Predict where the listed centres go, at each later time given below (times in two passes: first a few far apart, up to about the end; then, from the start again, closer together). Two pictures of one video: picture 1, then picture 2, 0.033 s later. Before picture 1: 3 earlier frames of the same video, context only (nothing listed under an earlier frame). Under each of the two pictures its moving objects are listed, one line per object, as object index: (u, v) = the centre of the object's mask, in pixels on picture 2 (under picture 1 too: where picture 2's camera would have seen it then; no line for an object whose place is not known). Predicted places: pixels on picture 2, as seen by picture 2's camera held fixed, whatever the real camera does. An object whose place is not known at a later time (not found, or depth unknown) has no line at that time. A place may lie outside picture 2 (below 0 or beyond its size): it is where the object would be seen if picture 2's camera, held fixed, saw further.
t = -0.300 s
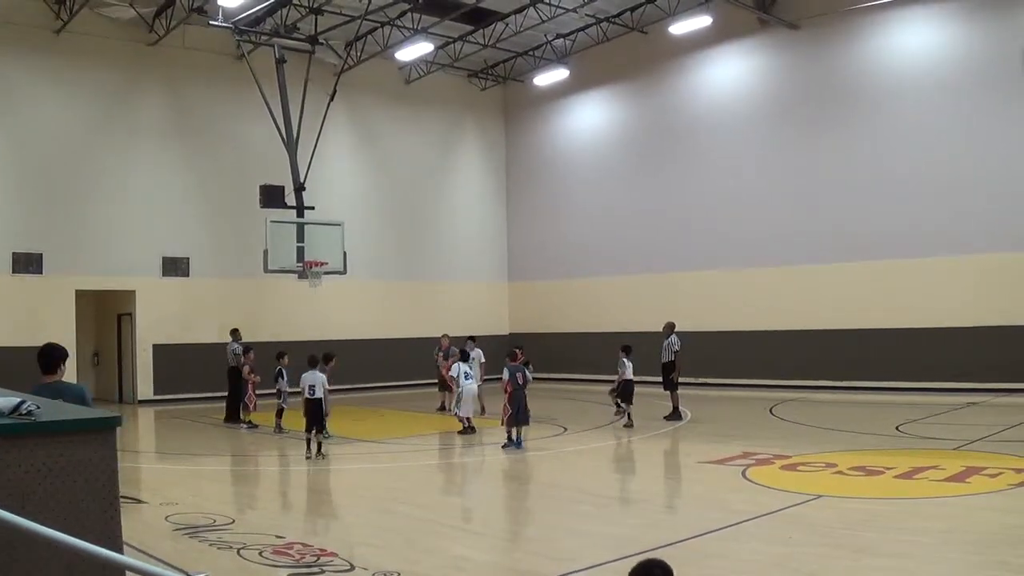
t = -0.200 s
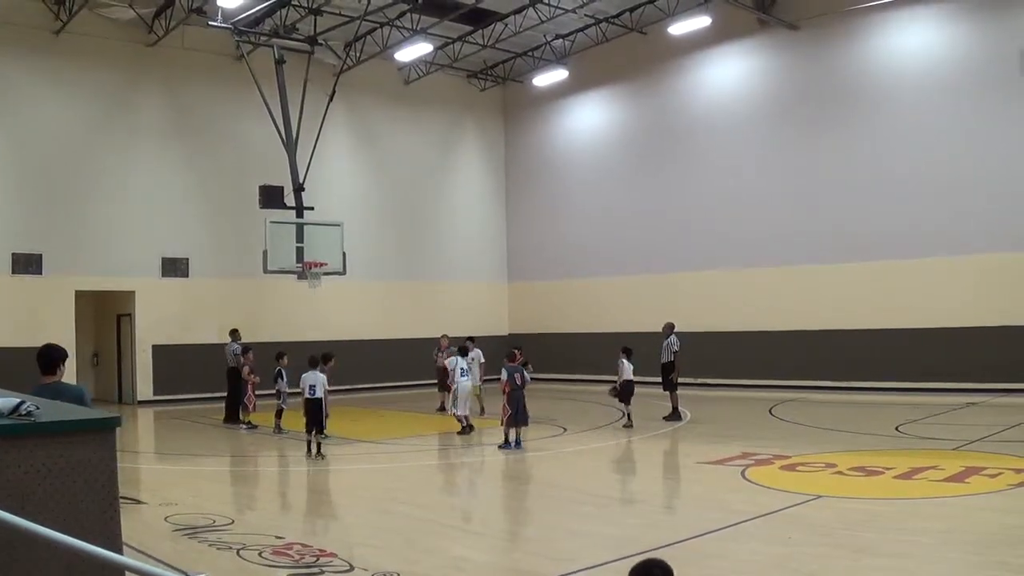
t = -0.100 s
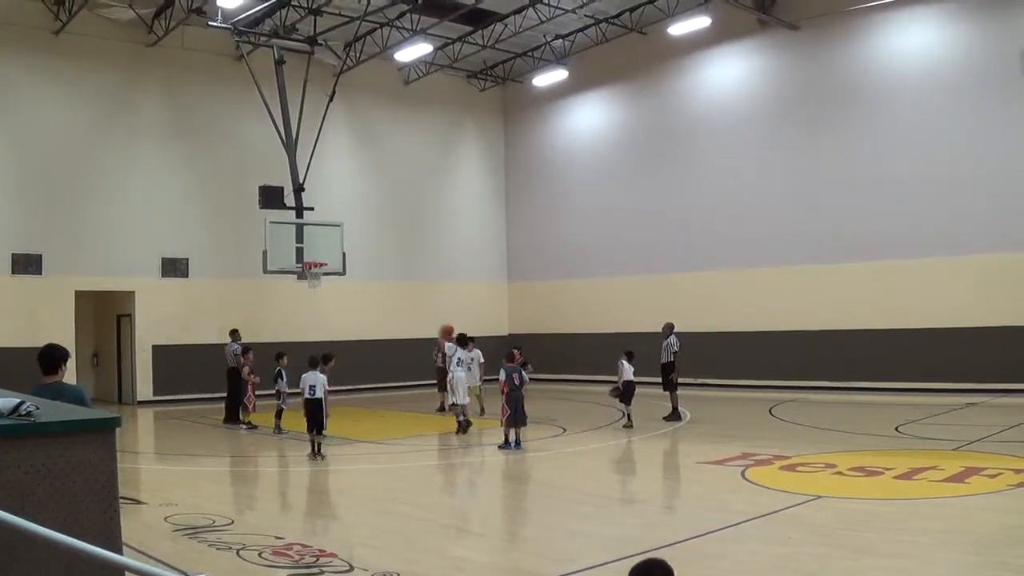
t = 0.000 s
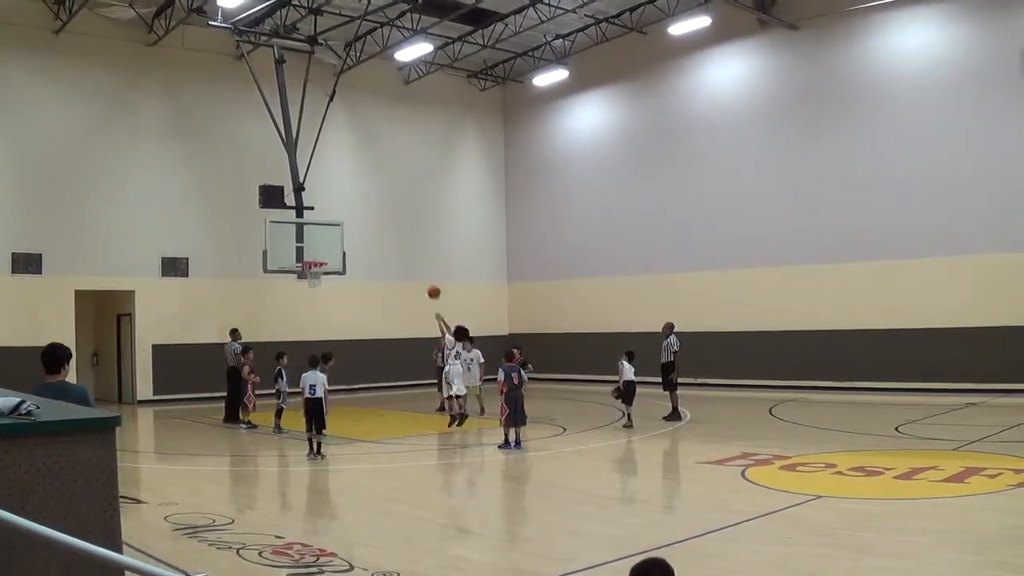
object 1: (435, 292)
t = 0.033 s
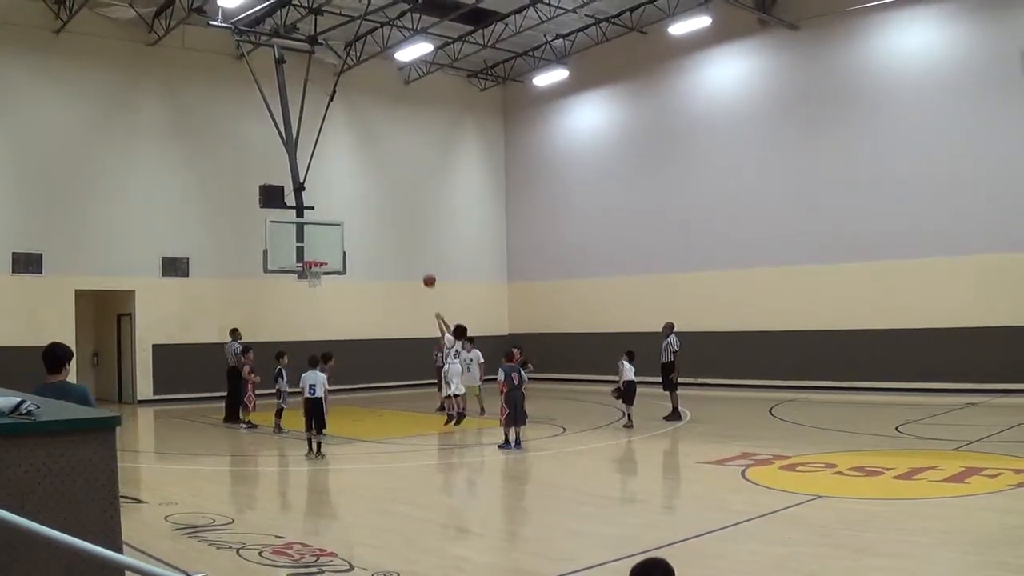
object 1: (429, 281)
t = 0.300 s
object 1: (388, 218)
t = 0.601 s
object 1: (354, 197)
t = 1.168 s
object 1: (297, 267)
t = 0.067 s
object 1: (422, 270)
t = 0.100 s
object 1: (418, 261)
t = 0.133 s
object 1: (416, 253)
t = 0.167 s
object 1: (410, 244)
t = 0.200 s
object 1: (405, 238)
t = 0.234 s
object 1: (398, 230)
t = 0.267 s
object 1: (392, 224)
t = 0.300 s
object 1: (388, 218)
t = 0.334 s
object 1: (385, 213)
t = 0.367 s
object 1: (381, 210)
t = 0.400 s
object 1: (376, 206)
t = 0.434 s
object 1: (371, 203)
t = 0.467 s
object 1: (368, 200)
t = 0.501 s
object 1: (364, 199)
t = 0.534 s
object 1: (361, 197)
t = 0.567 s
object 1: (358, 197)
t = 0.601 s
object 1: (354, 197)
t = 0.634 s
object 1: (348, 198)
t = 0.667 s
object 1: (347, 199)
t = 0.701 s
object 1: (342, 200)
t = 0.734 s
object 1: (336, 203)
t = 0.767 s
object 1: (333, 206)
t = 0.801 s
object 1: (329, 210)
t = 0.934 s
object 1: (316, 229)
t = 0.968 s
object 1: (312, 236)
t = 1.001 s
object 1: (309, 242)
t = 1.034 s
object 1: (307, 249)
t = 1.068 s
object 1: (305, 256)
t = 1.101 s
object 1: (302, 260)
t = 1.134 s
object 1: (300, 260)
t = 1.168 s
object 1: (297, 267)
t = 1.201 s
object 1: (294, 271)
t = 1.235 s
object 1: (292, 276)
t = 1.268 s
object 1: (291, 280)
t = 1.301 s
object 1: (290, 286)
